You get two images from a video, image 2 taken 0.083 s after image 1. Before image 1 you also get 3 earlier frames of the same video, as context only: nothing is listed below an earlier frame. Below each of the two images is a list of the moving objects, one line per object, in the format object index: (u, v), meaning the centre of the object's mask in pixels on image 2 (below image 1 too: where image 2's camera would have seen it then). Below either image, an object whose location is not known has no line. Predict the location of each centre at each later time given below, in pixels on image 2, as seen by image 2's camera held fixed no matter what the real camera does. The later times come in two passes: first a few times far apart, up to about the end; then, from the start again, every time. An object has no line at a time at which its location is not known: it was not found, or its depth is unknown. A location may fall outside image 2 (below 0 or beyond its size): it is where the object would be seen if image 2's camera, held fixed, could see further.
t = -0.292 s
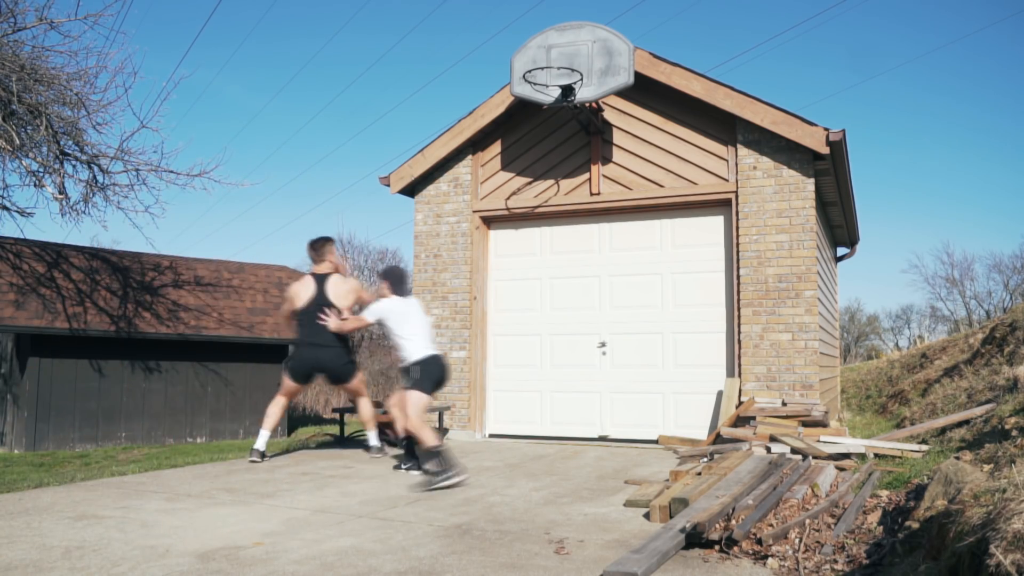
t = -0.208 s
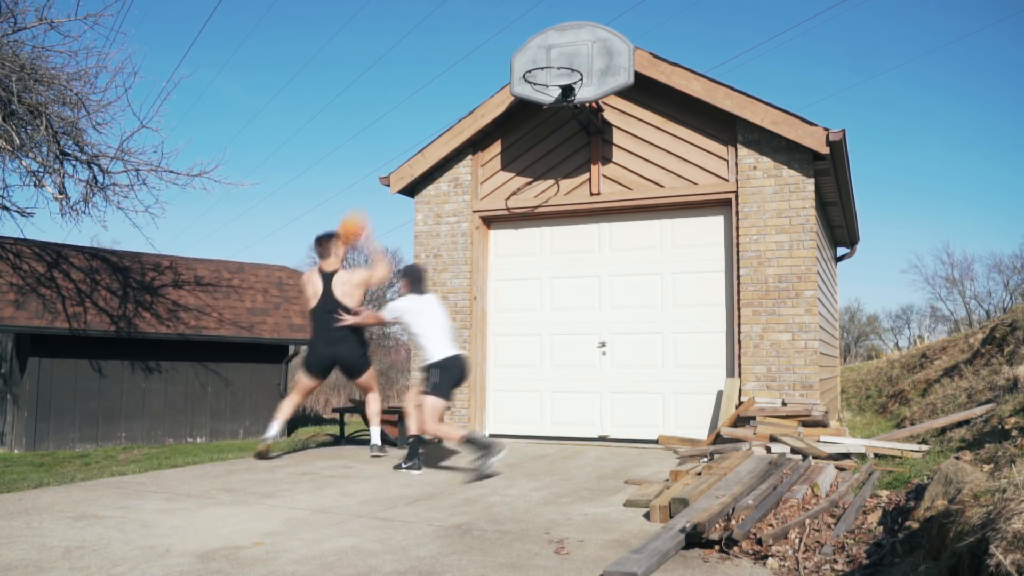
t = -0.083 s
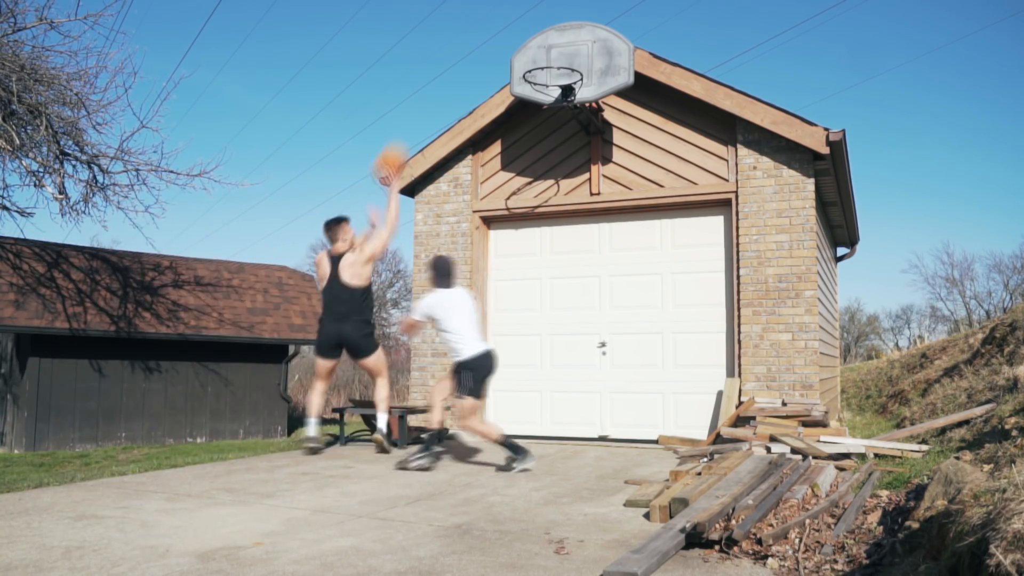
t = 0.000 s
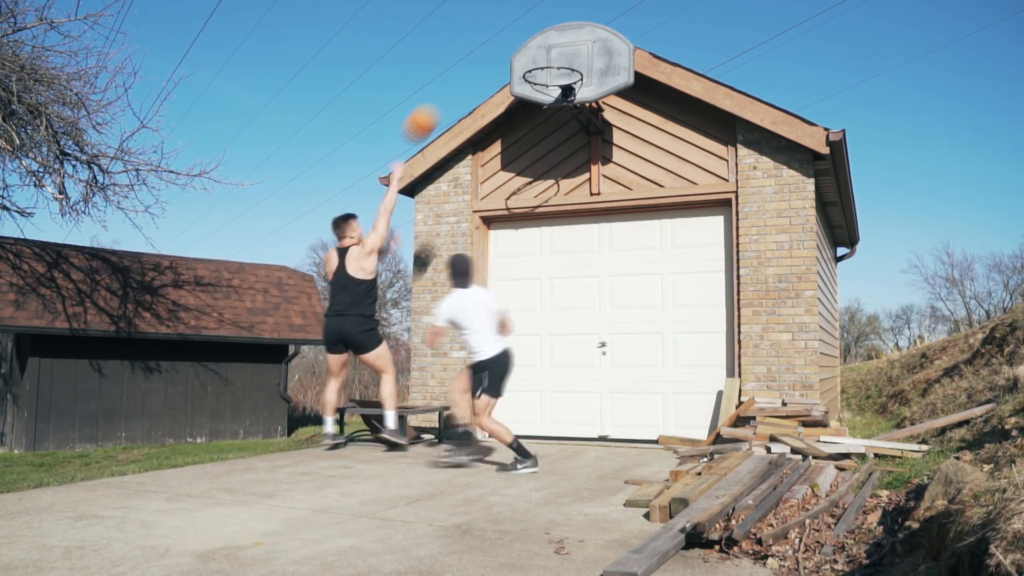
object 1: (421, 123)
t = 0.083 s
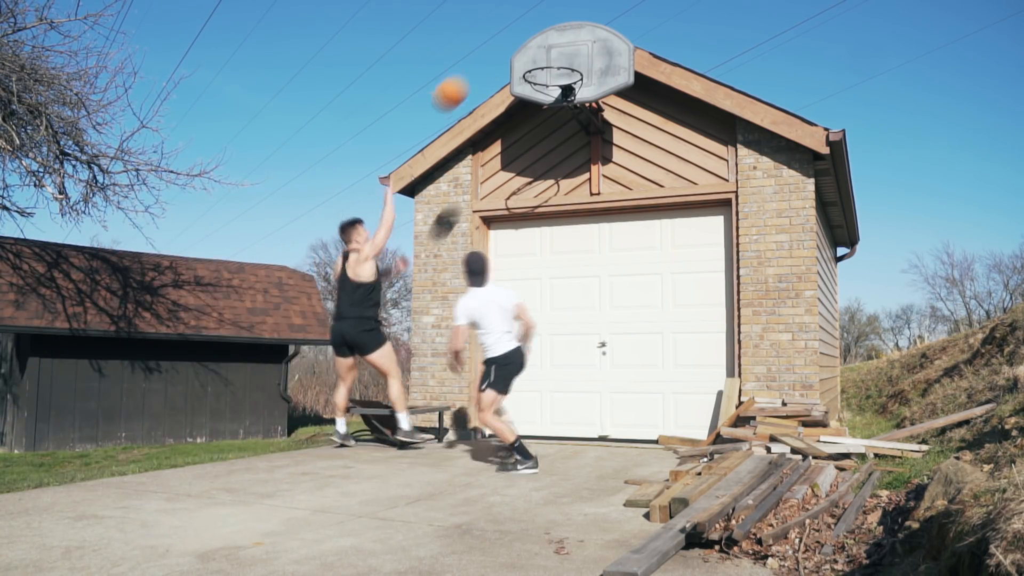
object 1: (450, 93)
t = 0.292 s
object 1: (520, 55)
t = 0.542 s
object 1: (552, 68)
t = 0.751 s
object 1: (565, 134)
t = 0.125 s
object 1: (465, 81)
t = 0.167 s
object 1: (479, 71)
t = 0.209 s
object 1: (493, 64)
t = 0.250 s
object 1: (506, 59)
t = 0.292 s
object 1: (520, 55)
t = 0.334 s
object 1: (534, 54)
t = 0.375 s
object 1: (542, 54)
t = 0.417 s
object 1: (544, 54)
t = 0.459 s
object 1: (547, 56)
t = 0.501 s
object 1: (549, 61)
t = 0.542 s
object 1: (552, 68)
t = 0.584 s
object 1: (555, 76)
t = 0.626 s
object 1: (558, 88)
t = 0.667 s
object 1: (561, 102)
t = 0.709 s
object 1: (563, 118)
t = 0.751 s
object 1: (565, 134)
